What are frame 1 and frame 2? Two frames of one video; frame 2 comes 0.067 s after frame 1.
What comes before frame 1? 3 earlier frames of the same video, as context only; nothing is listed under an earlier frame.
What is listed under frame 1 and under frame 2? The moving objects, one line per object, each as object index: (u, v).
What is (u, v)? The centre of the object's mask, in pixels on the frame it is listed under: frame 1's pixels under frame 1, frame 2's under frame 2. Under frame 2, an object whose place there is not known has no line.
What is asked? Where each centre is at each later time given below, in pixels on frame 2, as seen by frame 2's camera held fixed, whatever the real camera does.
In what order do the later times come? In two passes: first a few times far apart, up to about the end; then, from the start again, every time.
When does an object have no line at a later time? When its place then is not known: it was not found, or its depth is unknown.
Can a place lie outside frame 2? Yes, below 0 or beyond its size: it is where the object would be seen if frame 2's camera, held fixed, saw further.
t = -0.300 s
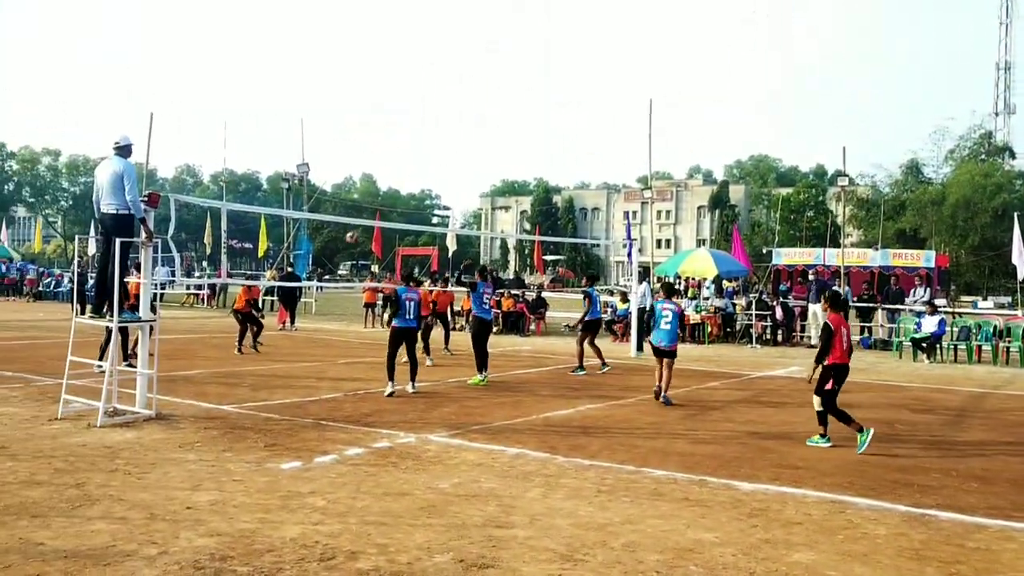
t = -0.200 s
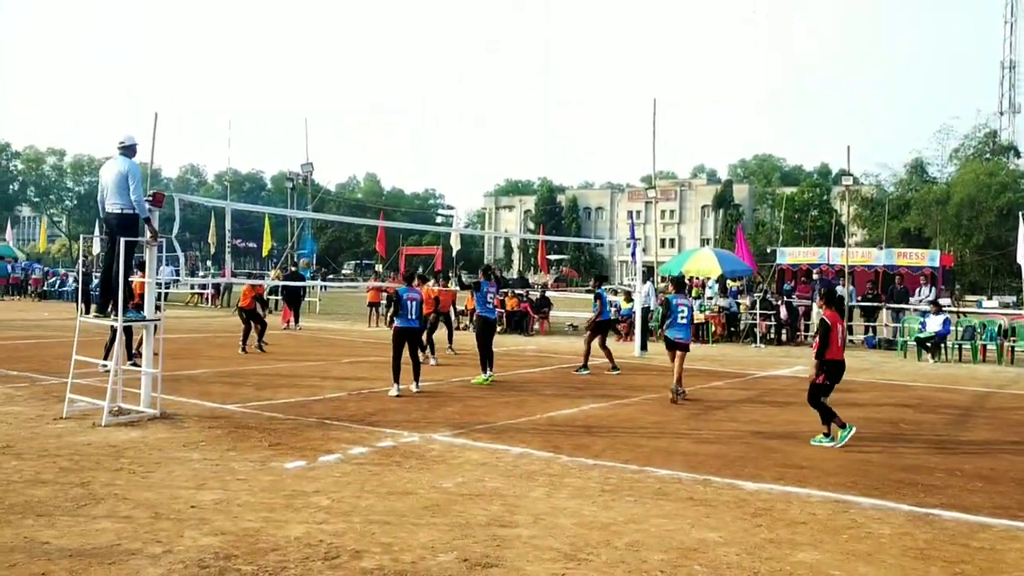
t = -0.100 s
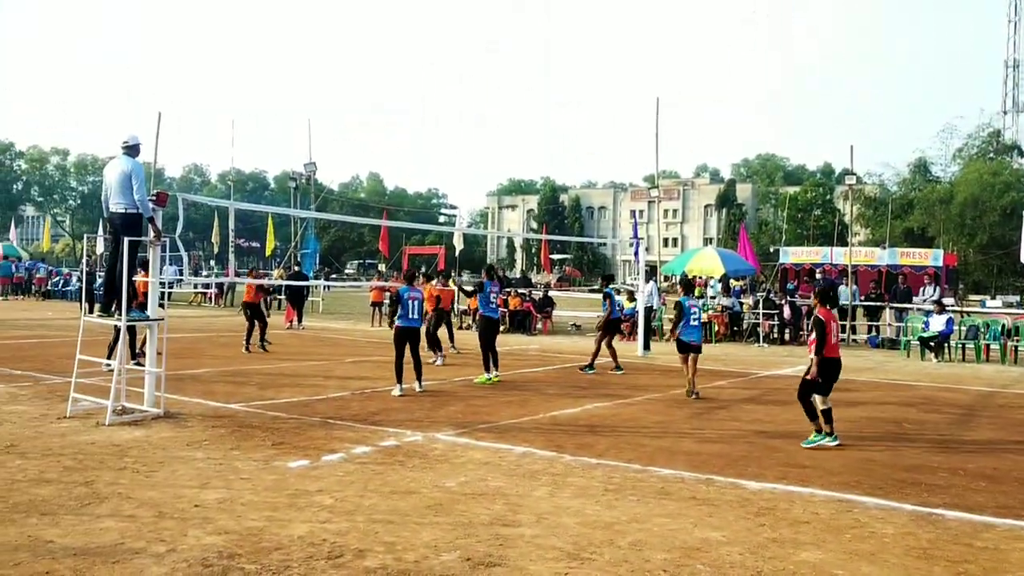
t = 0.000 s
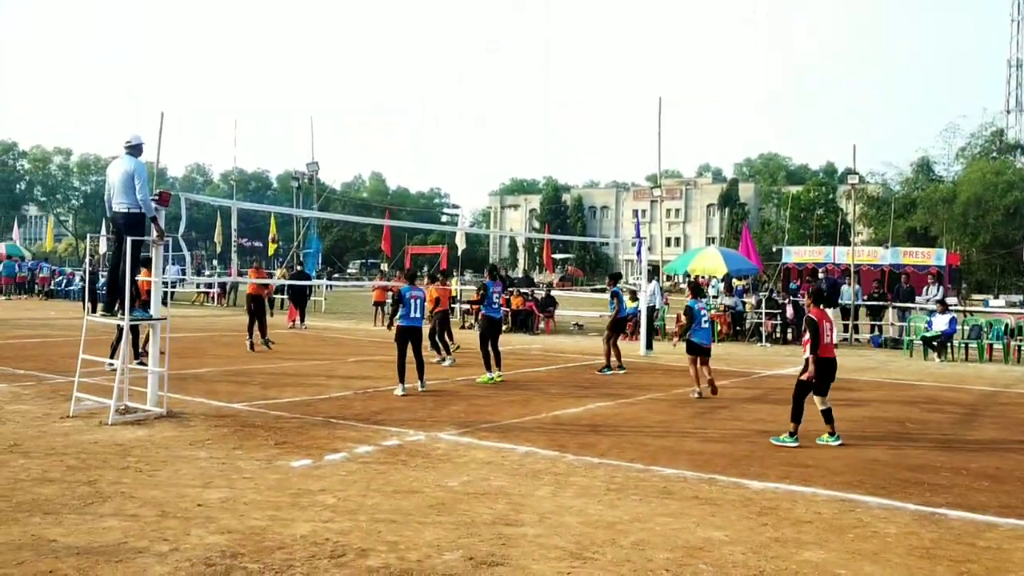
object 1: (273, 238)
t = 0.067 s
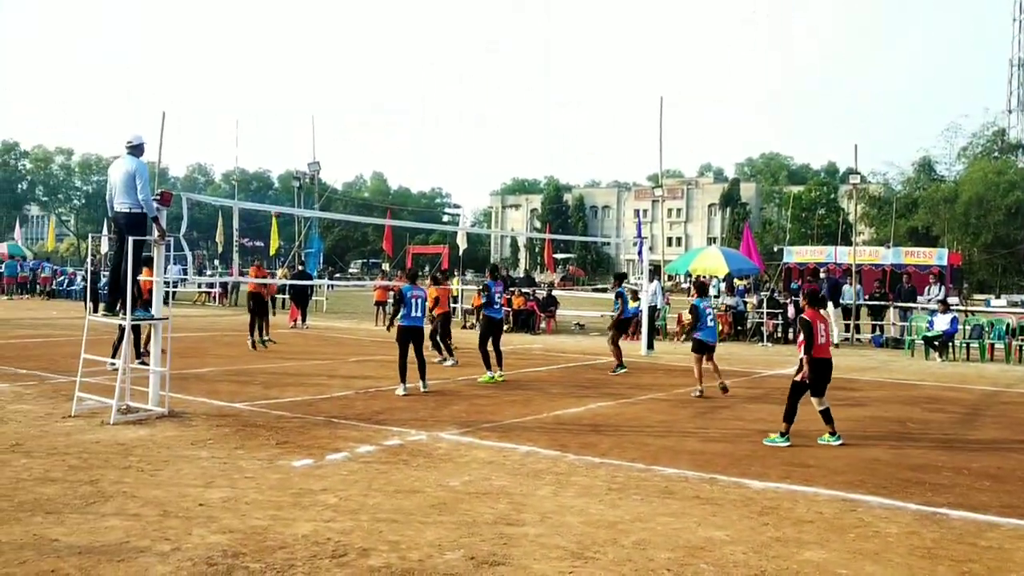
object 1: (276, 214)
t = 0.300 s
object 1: (280, 137)
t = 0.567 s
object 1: (282, 84)
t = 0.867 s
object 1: (282, 72)
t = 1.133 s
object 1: (280, 107)
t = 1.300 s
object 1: (279, 153)
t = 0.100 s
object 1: (276, 199)
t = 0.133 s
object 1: (276, 188)
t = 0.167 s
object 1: (278, 177)
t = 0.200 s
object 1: (279, 166)
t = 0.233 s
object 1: (280, 155)
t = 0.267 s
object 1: (280, 146)
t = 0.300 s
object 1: (280, 137)
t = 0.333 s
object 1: (281, 128)
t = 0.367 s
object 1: (281, 120)
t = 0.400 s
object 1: (281, 113)
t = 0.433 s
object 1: (281, 106)
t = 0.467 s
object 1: (281, 99)
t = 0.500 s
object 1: (282, 94)
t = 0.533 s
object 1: (282, 89)
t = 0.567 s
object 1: (282, 84)
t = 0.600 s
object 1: (282, 80)
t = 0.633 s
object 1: (282, 77)
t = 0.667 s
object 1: (282, 74)
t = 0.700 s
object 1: (282, 72)
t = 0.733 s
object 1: (282, 71)
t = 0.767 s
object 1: (282, 70)
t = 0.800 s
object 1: (282, 70)
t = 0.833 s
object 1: (282, 70)
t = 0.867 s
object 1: (282, 72)
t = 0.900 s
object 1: (282, 73)
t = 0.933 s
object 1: (281, 76)
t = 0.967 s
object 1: (281, 80)
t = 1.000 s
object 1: (281, 83)
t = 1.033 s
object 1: (281, 88)
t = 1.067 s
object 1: (280, 93)
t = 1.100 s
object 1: (280, 99)
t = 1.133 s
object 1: (280, 107)
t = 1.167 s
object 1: (280, 114)
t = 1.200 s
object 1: (280, 123)
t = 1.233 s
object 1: (279, 132)
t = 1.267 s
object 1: (279, 142)
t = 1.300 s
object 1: (279, 153)
